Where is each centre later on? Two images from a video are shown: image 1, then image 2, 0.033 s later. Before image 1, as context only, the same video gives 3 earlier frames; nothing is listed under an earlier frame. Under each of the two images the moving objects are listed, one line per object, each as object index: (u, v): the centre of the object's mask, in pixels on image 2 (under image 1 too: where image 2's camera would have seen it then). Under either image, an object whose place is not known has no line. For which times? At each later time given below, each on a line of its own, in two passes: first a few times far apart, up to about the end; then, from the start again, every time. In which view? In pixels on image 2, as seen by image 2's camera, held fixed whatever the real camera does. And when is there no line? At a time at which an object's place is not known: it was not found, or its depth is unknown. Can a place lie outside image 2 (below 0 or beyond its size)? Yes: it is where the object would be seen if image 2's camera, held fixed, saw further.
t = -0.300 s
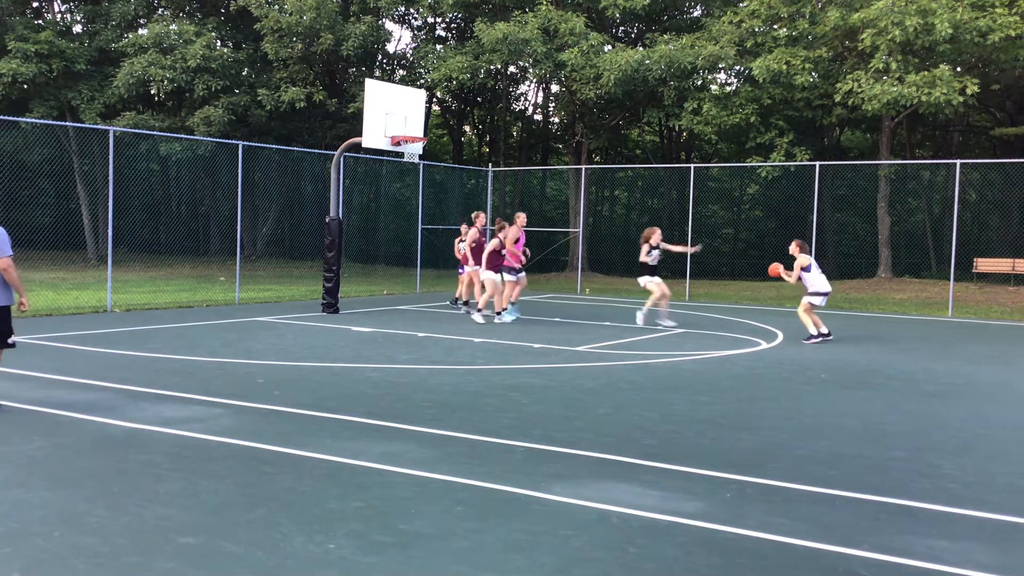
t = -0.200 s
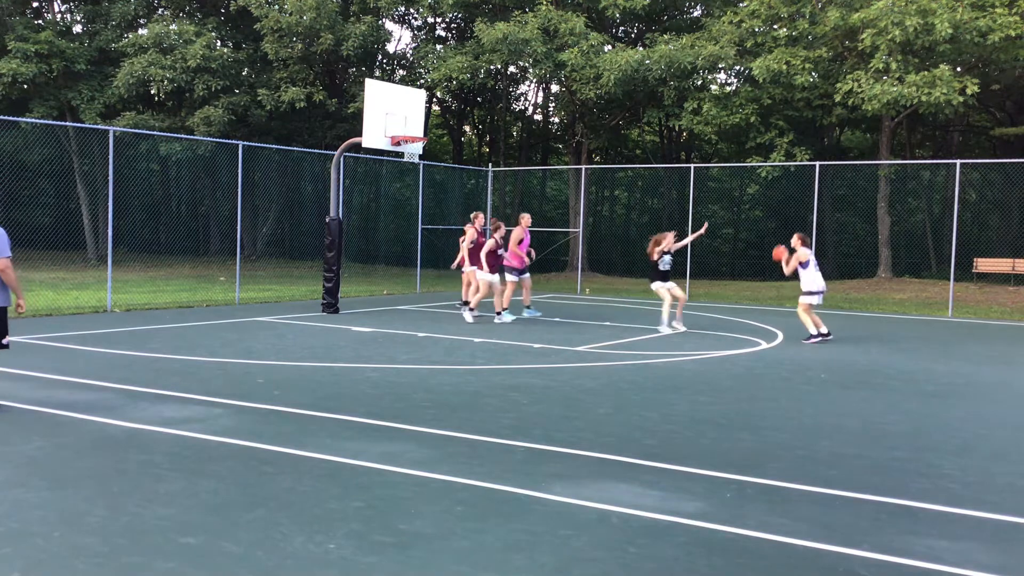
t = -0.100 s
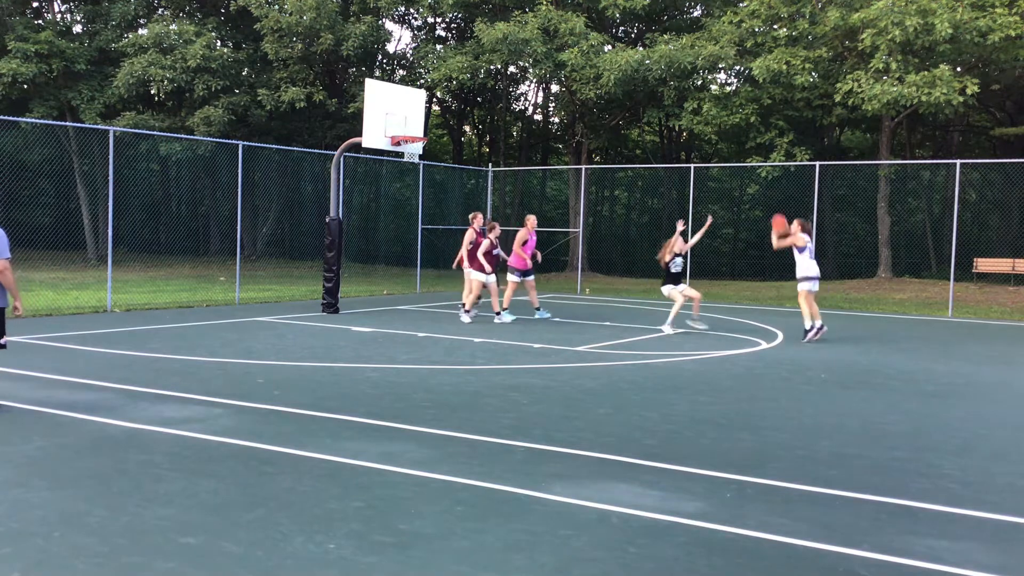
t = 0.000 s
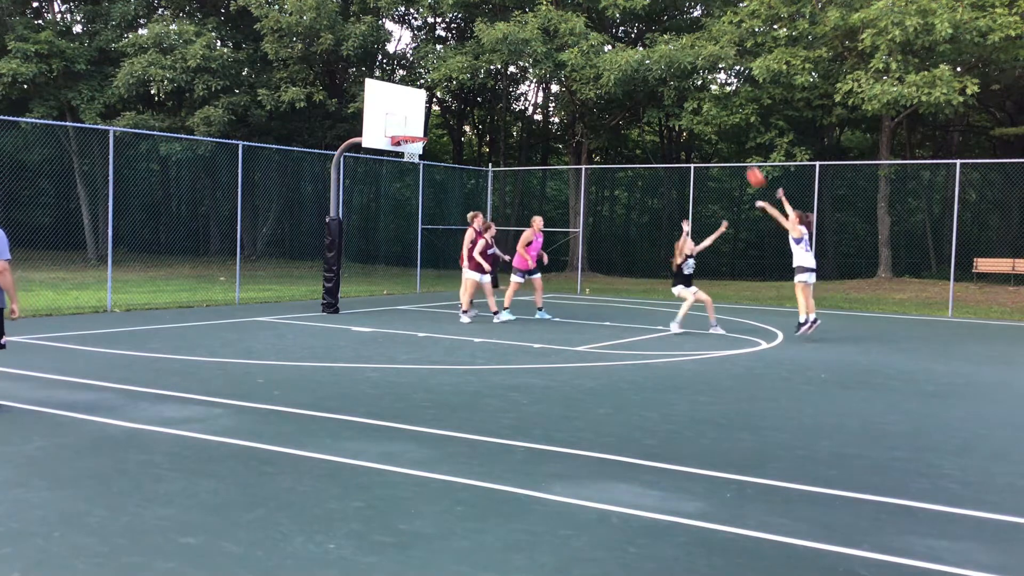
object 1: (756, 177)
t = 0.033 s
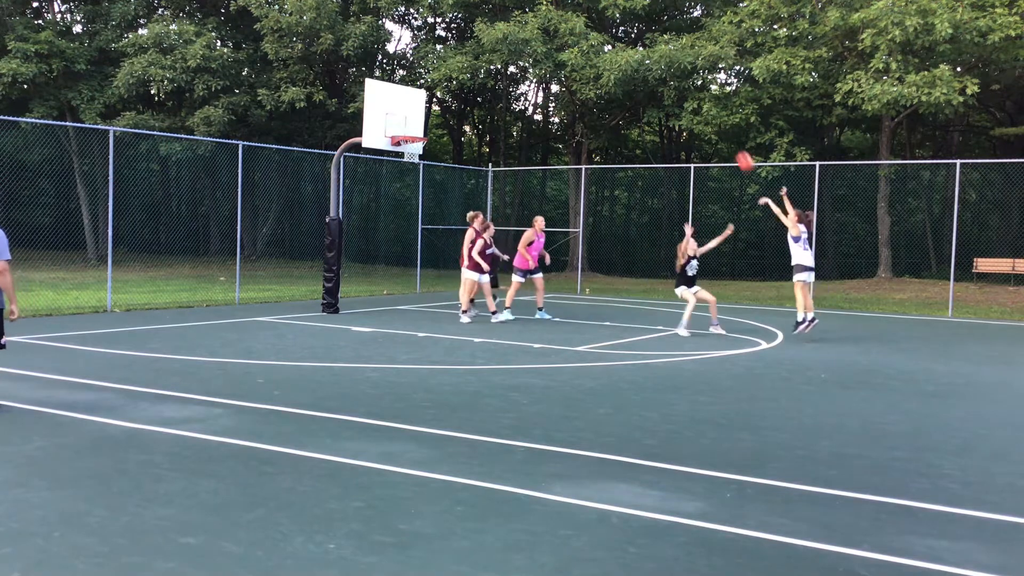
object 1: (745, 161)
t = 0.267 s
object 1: (677, 77)
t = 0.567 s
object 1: (594, 23)
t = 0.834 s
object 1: (521, 25)
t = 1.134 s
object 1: (445, 75)
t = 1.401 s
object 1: (399, 107)
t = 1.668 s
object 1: (396, 53)
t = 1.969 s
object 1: (390, 42)
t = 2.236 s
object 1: (385, 78)
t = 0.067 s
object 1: (735, 147)
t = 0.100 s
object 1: (726, 134)
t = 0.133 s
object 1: (716, 121)
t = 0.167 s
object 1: (706, 109)
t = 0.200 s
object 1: (696, 97)
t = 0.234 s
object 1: (687, 87)
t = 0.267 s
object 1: (677, 77)
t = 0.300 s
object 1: (668, 68)
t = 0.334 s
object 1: (658, 59)
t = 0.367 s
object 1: (649, 52)
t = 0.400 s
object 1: (639, 45)
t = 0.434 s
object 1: (630, 39)
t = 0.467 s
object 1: (621, 35)
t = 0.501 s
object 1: (610, 29)
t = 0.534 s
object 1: (602, 26)
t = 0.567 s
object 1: (594, 23)
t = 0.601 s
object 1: (584, 20)
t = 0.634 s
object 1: (575, 19)
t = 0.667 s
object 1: (566, 17)
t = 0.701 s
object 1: (557, 18)
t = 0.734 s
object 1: (548, 19)
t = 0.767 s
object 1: (539, 19)
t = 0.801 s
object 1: (530, 21)
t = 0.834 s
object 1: (521, 25)
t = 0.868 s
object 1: (513, 27)
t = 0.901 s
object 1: (504, 31)
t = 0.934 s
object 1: (495, 36)
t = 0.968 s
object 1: (487, 41)
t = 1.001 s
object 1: (478, 47)
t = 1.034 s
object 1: (471, 52)
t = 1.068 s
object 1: (462, 60)
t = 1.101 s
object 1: (453, 68)
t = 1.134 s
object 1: (445, 75)
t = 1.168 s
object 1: (436, 84)
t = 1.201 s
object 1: (430, 93)
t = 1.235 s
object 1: (421, 104)
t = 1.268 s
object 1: (413, 114)
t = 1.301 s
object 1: (405, 125)
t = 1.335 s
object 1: (401, 126)
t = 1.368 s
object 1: (400, 116)
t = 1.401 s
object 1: (399, 107)
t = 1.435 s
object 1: (399, 98)
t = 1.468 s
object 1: (398, 88)
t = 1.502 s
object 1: (398, 80)
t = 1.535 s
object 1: (397, 74)
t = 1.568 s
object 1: (397, 67)
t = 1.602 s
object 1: (397, 61)
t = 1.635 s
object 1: (396, 57)
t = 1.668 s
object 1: (396, 53)
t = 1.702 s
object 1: (395, 49)
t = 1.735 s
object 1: (394, 45)
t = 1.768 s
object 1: (394, 43)
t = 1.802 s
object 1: (393, 41)
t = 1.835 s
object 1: (393, 40)
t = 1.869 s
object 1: (392, 40)
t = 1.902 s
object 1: (392, 40)
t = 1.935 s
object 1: (391, 41)
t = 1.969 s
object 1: (390, 42)
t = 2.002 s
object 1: (390, 44)
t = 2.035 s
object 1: (389, 47)
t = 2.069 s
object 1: (388, 51)
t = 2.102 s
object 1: (388, 55)
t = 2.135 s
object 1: (387, 60)
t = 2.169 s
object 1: (387, 65)
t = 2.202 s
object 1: (386, 71)
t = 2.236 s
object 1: (385, 78)
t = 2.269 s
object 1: (384, 86)
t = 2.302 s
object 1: (383, 95)
